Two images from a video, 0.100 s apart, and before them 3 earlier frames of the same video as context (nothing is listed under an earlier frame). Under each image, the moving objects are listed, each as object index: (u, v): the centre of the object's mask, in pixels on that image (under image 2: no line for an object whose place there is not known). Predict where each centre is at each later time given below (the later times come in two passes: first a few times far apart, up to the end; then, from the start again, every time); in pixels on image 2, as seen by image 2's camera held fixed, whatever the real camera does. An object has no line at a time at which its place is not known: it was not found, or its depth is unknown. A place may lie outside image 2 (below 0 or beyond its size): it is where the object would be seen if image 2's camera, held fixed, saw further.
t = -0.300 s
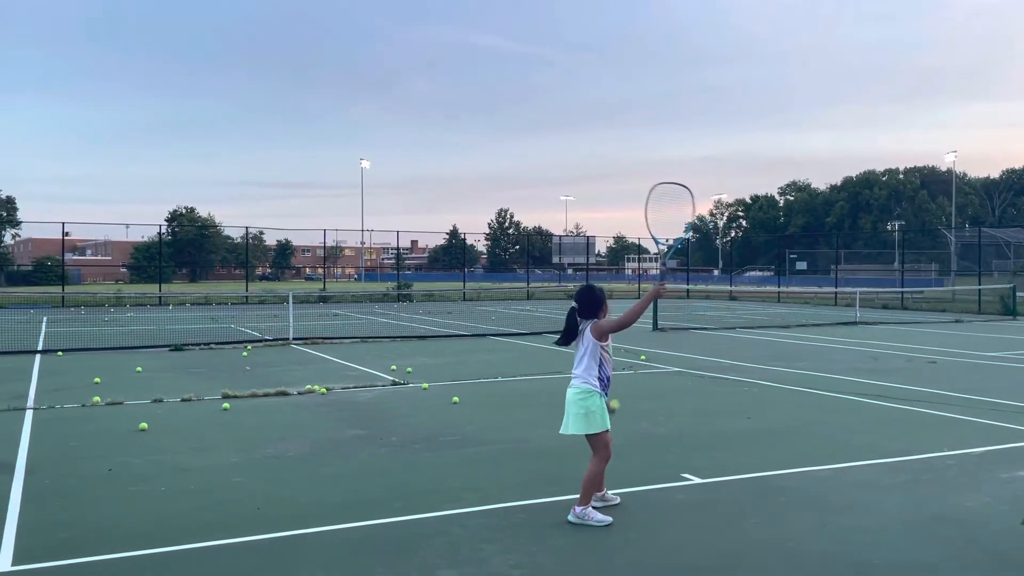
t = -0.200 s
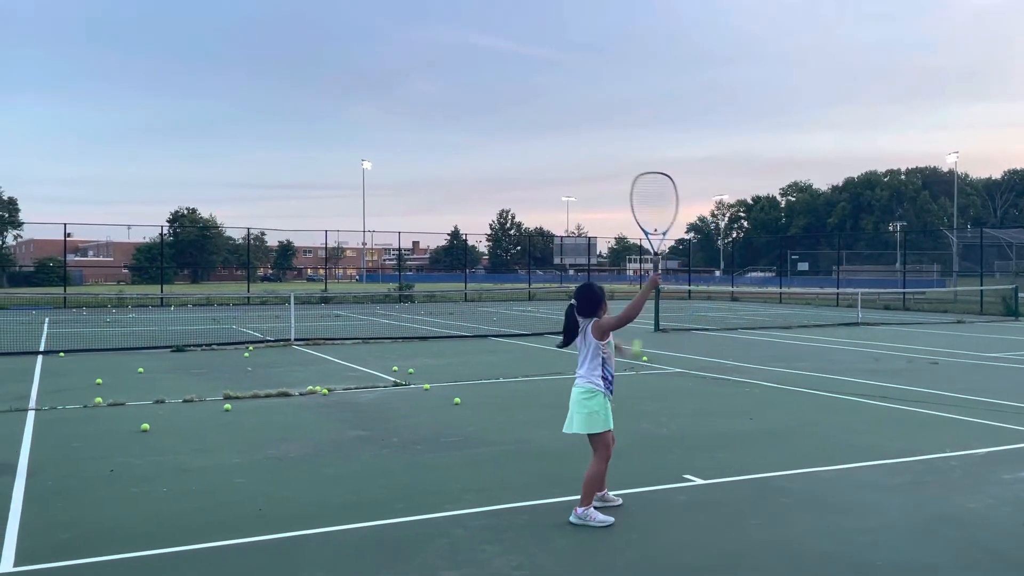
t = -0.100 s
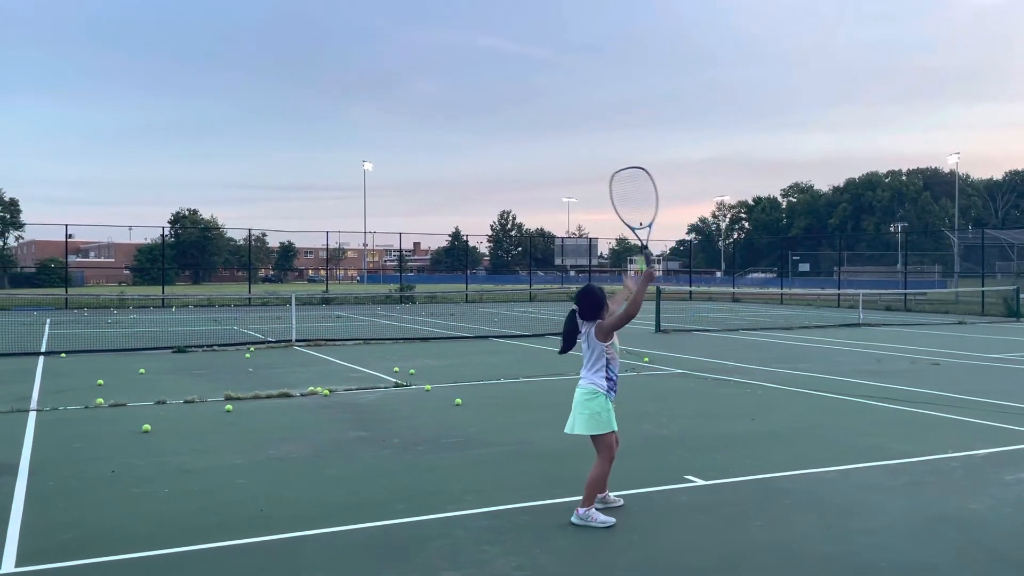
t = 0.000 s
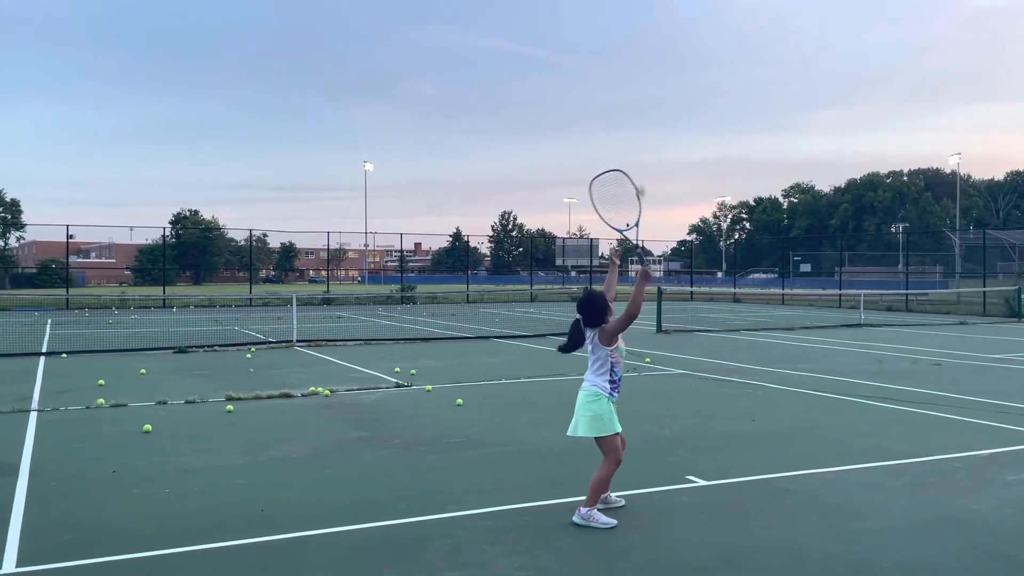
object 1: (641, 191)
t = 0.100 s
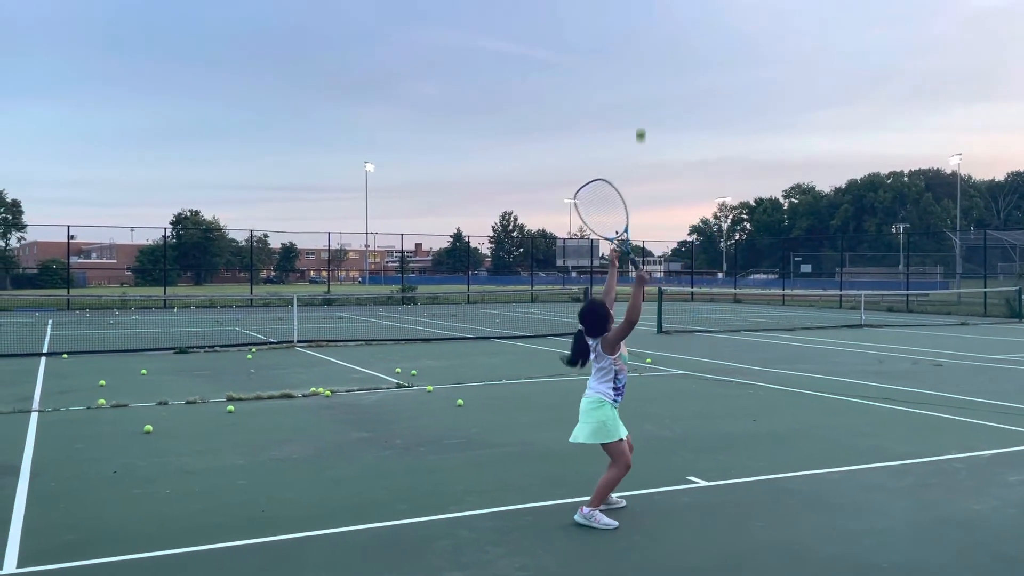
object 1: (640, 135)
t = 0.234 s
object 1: (639, 82)
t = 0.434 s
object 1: (637, 58)
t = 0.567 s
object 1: (636, 75)
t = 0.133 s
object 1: (640, 119)
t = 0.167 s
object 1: (640, 105)
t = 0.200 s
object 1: (639, 93)
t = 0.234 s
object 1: (639, 82)
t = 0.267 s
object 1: (639, 75)
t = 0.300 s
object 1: (639, 68)
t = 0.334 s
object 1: (638, 62)
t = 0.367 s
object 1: (638, 59)
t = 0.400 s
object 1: (638, 58)
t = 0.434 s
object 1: (637, 58)
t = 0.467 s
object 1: (637, 59)
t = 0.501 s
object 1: (637, 63)
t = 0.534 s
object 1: (636, 68)
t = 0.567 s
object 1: (636, 75)
